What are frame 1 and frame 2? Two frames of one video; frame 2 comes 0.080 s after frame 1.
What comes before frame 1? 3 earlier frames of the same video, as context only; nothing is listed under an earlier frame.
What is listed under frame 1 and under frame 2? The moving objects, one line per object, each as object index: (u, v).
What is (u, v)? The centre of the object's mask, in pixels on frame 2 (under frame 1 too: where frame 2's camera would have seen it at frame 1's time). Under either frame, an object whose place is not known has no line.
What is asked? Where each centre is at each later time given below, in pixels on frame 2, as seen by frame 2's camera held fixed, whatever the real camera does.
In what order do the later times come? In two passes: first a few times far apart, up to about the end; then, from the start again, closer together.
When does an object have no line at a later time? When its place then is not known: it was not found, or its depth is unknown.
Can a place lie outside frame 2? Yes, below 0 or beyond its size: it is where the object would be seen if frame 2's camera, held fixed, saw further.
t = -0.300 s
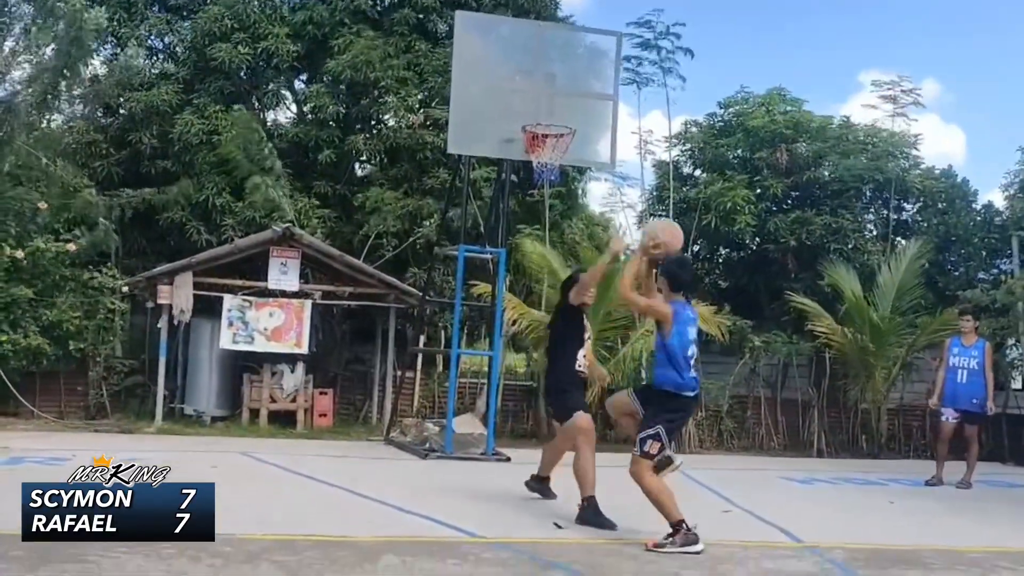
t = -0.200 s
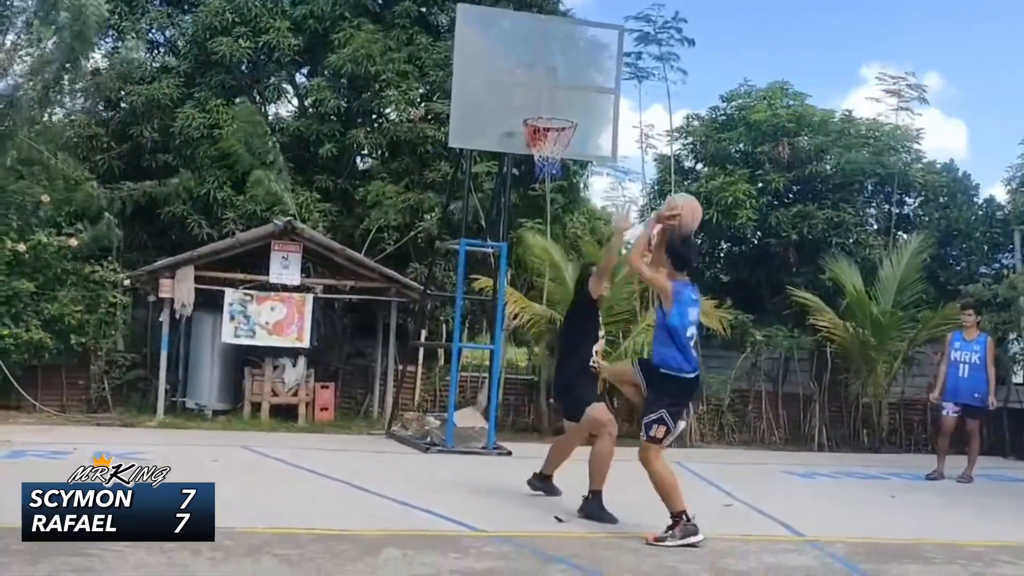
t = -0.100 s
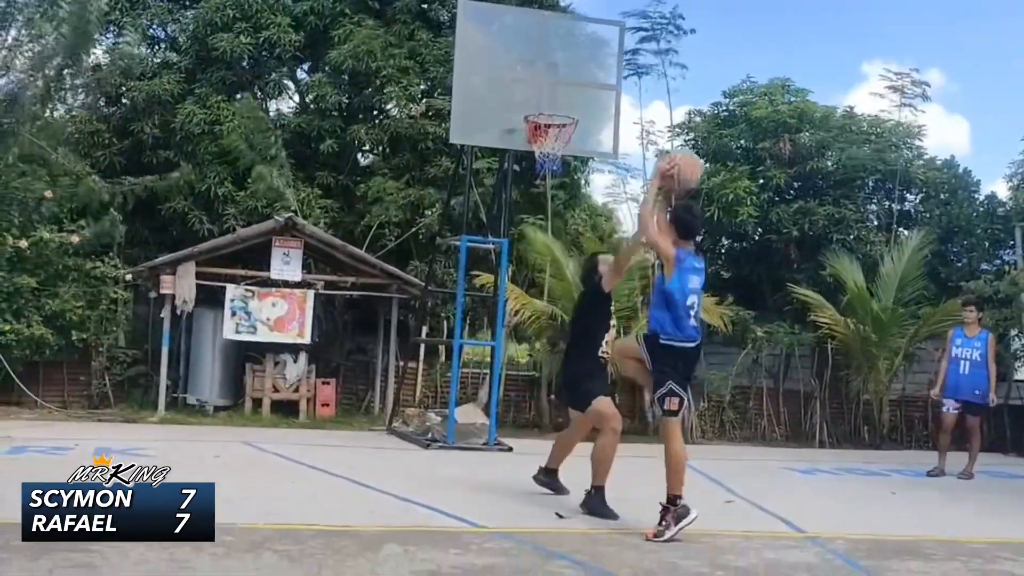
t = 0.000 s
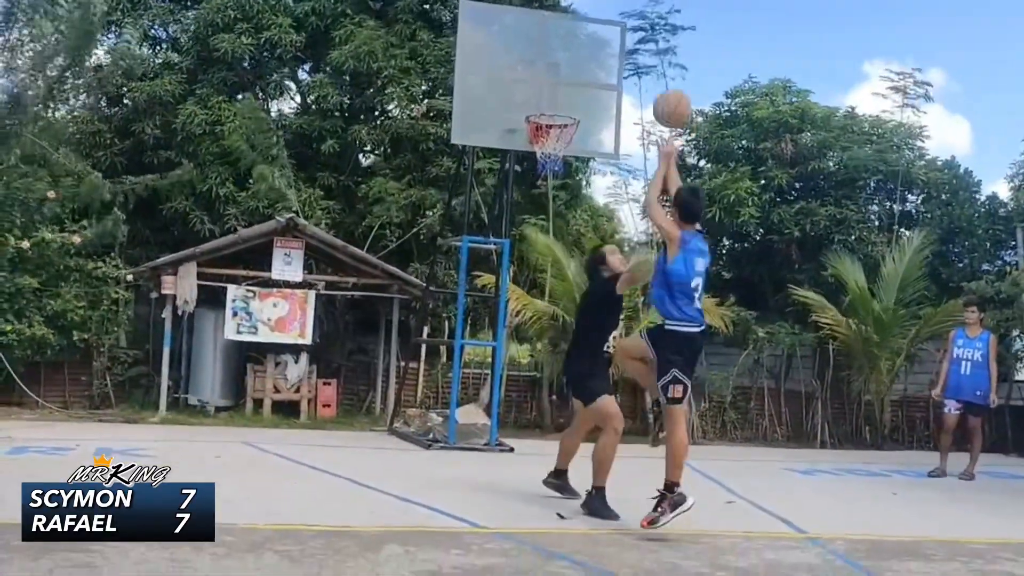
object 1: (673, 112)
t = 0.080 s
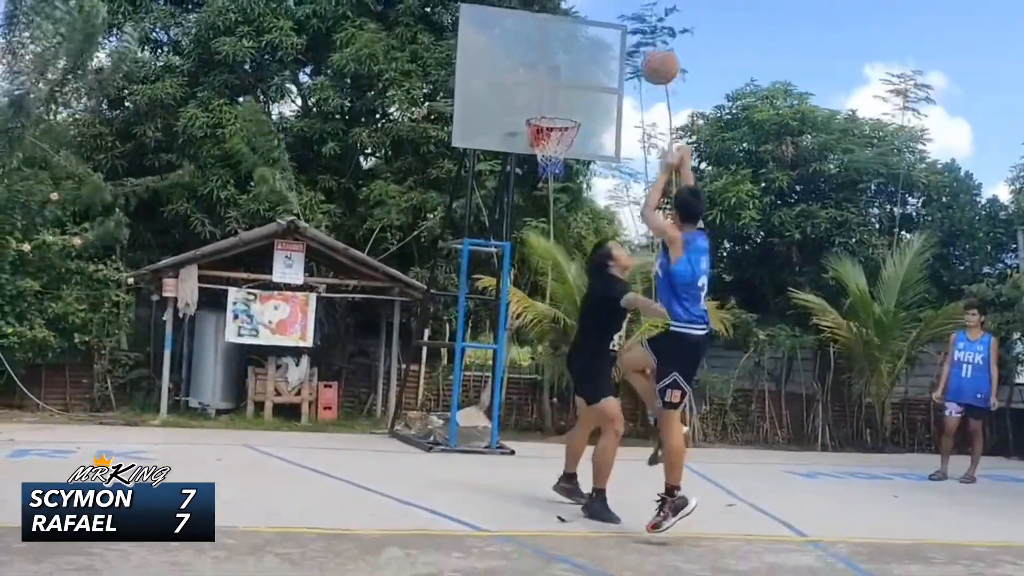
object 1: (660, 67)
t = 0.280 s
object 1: (630, 6)
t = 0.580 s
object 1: (589, 25)
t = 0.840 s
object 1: (562, 105)
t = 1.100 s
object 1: (554, 106)
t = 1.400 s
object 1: (565, 114)
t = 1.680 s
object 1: (536, 145)
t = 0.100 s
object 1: (657, 57)
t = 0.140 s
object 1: (650, 42)
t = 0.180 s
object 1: (644, 27)
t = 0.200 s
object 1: (643, 22)
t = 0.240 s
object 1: (636, 14)
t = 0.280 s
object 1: (630, 6)
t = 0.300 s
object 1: (627, 4)
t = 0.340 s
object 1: (621, 0)
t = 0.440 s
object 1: (608, 2)
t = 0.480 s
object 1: (602, 6)
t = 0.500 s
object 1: (599, 9)
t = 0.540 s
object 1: (594, 16)
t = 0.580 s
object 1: (589, 25)
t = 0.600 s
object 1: (587, 29)
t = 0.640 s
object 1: (581, 43)
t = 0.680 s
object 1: (577, 55)
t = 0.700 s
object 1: (574, 62)
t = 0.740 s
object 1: (568, 77)
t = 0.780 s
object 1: (564, 94)
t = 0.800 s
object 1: (562, 103)
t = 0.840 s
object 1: (562, 105)
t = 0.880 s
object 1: (561, 103)
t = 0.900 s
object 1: (560, 101)
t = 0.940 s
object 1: (559, 100)
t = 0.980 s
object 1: (557, 100)
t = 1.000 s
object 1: (557, 100)
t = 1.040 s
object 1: (557, 103)
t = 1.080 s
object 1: (555, 105)
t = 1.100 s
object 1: (554, 106)
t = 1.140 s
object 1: (553, 107)
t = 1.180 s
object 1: (555, 106)
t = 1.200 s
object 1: (556, 105)
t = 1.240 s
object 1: (561, 105)
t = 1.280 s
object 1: (561, 106)
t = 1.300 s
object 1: (563, 107)
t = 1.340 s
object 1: (565, 109)
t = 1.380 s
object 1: (566, 111)
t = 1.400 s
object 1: (565, 114)
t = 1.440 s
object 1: (561, 118)
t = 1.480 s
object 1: (558, 121)
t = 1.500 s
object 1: (556, 122)
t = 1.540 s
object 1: (550, 131)
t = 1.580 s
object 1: (545, 137)
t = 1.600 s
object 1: (545, 136)
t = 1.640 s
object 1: (543, 138)
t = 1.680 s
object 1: (536, 145)
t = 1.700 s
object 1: (536, 145)
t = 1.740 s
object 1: (534, 156)
